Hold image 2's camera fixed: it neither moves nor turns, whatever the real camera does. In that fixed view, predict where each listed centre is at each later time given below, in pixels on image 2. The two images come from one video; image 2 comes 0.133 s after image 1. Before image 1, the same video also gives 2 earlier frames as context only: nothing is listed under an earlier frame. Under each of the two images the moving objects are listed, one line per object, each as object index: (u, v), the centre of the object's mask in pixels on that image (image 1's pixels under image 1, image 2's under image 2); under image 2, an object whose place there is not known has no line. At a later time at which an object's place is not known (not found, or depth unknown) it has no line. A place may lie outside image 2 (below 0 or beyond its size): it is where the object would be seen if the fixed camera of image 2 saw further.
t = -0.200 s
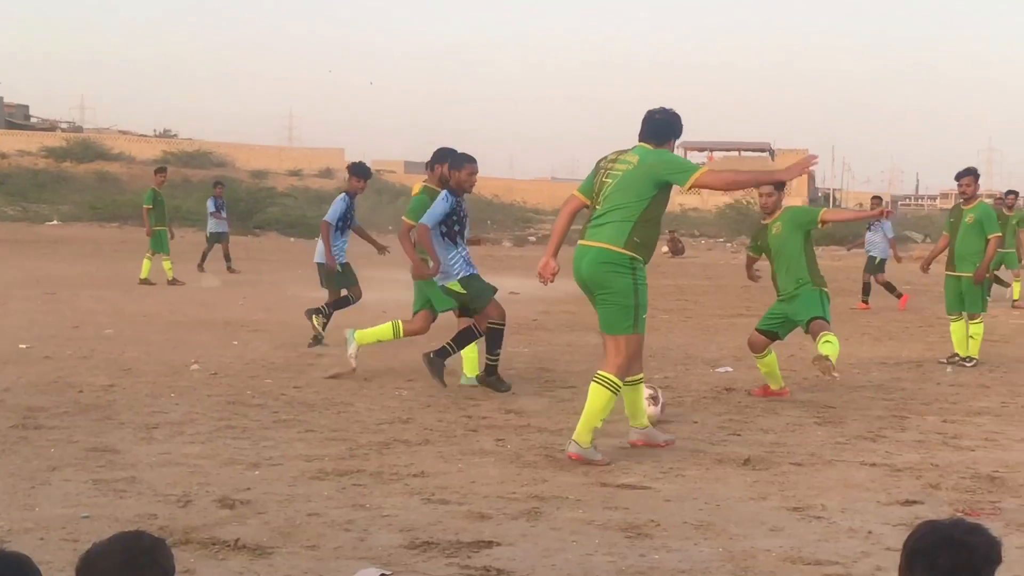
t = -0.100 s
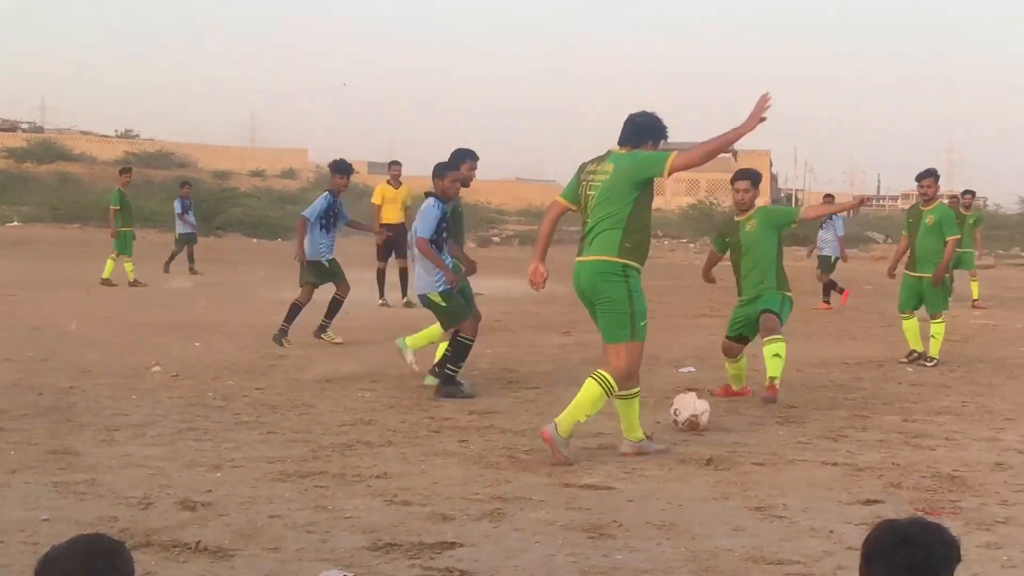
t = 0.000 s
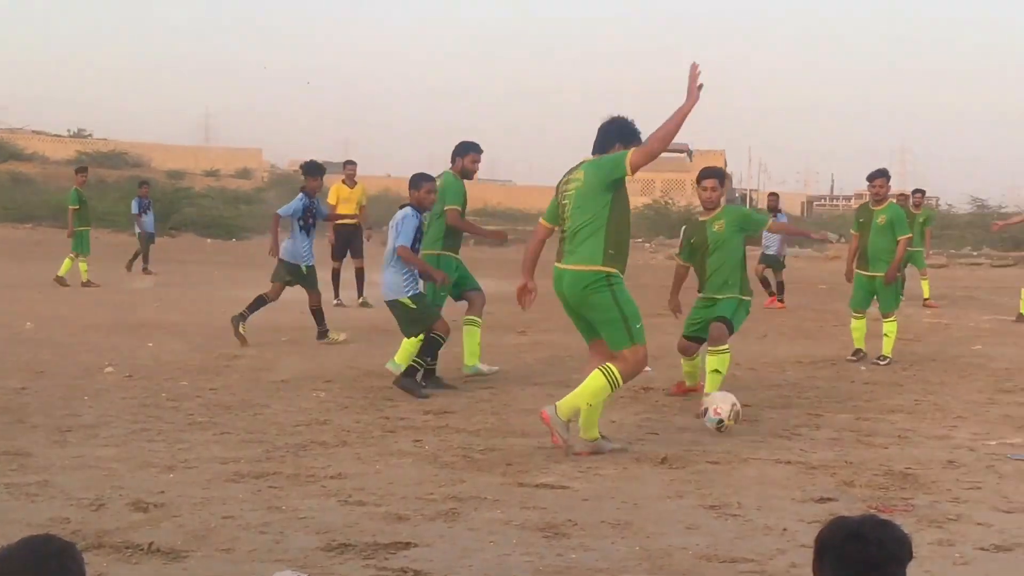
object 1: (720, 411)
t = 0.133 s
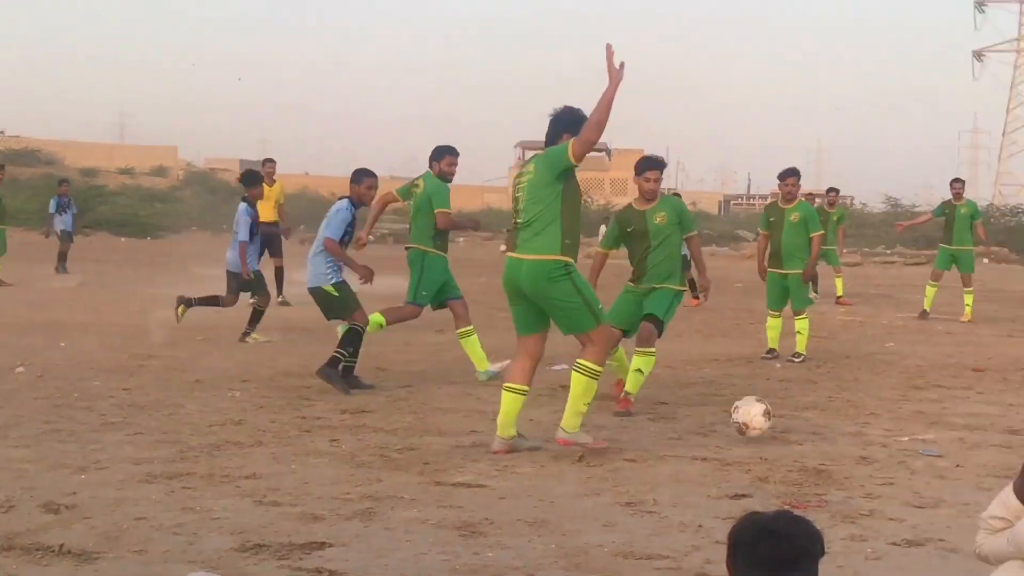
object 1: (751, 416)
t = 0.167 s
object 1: (764, 417)
